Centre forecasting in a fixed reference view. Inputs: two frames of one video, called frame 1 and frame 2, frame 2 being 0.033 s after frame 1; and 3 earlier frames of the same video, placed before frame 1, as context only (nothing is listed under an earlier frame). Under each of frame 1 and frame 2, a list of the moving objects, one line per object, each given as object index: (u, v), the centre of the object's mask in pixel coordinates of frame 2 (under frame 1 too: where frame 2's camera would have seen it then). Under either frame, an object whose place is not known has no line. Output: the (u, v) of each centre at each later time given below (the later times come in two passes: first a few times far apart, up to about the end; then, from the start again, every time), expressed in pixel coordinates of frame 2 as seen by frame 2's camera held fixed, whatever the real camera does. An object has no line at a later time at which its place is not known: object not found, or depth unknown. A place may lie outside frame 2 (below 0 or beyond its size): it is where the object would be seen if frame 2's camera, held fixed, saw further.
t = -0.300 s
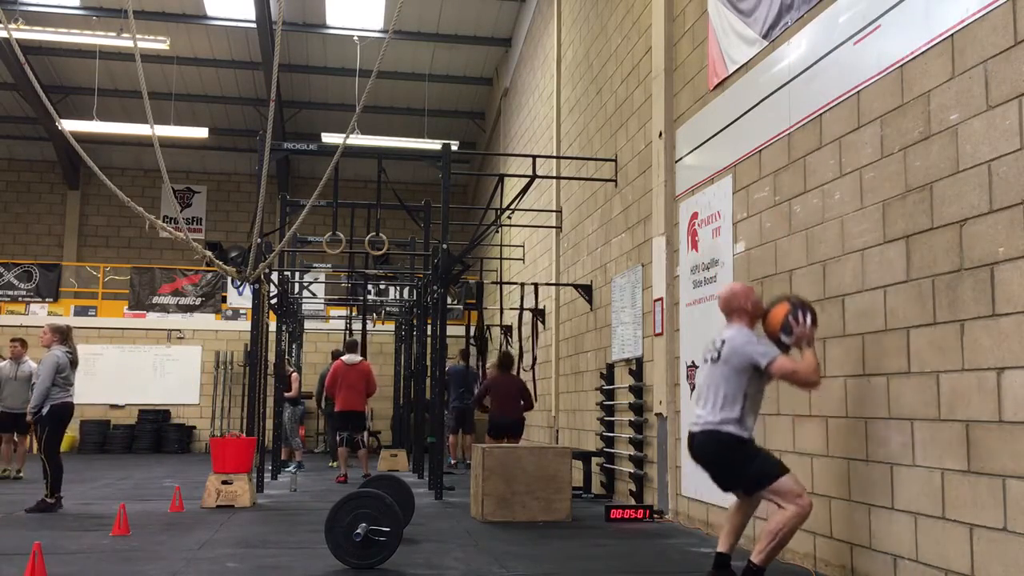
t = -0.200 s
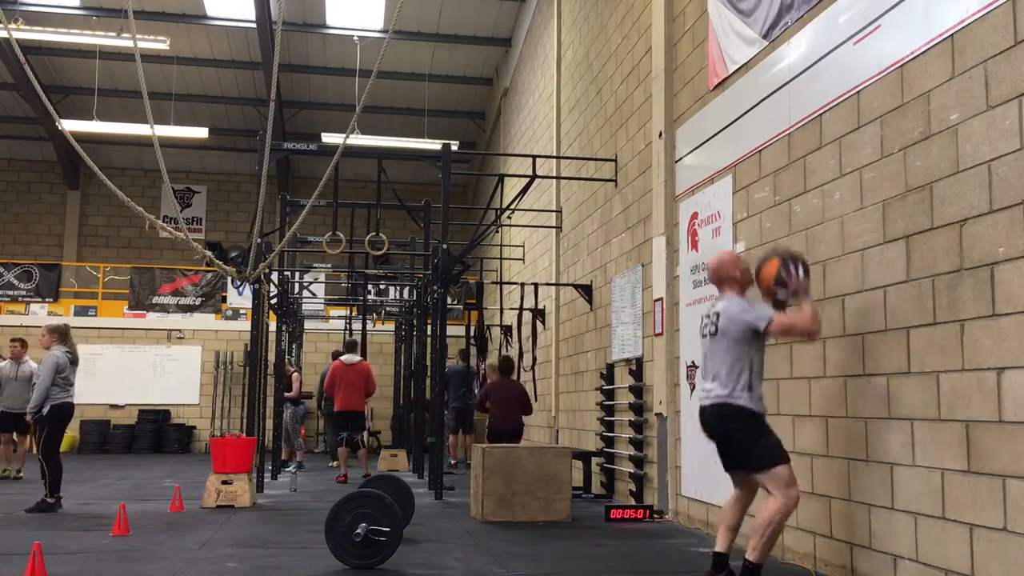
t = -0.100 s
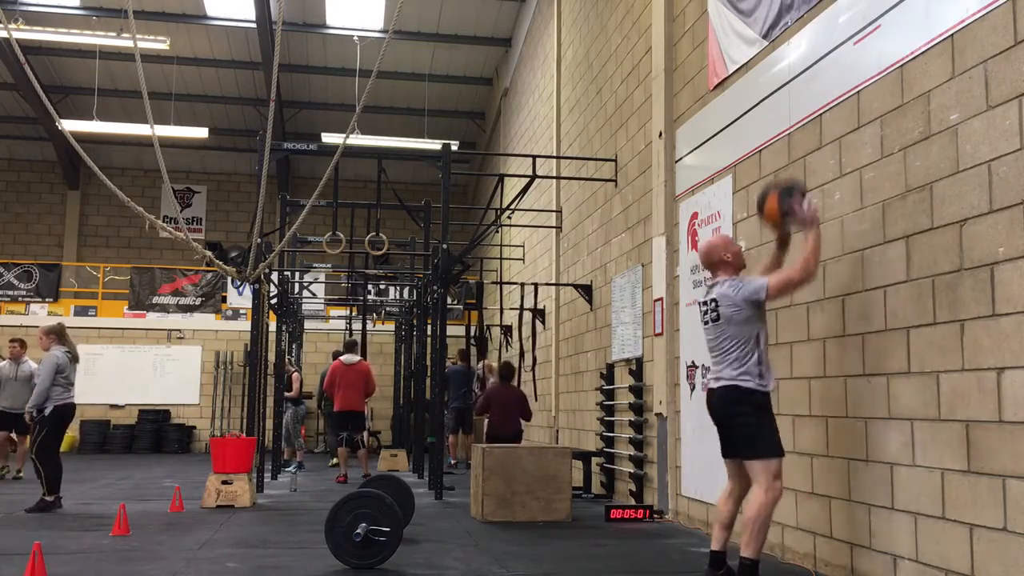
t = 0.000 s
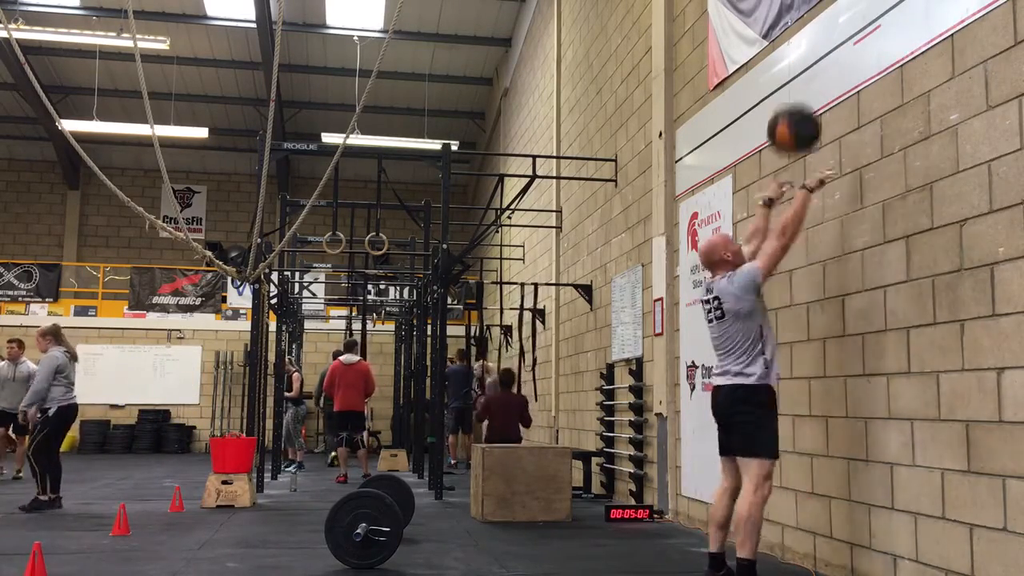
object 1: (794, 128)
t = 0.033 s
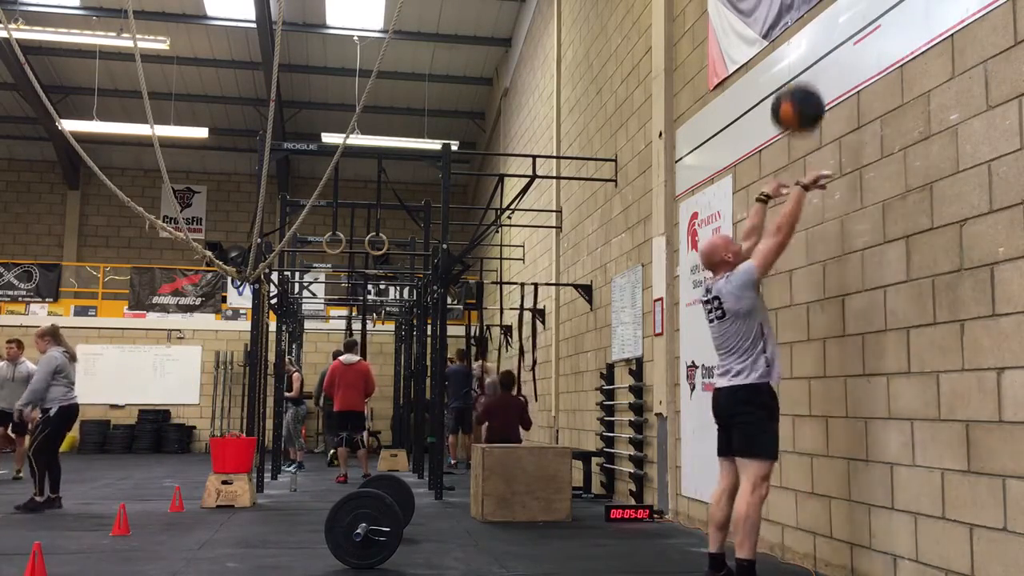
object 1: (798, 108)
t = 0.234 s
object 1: (821, 24)
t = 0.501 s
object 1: (836, 21)
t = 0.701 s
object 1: (819, 94)
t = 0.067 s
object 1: (801, 90)
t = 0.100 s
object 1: (805, 73)
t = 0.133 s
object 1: (809, 58)
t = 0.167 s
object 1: (813, 44)
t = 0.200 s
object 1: (817, 33)
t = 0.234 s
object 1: (821, 24)
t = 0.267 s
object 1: (825, 20)
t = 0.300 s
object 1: (828, 17)
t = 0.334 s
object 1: (832, 15)
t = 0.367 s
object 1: (836, 15)
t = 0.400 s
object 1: (842, 15)
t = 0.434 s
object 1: (842, 16)
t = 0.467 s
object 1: (838, 18)
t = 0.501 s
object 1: (836, 21)
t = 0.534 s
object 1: (833, 26)
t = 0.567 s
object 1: (830, 35)
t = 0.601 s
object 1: (827, 47)
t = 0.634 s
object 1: (824, 61)
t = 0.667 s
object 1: (822, 76)
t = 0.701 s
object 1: (819, 94)
